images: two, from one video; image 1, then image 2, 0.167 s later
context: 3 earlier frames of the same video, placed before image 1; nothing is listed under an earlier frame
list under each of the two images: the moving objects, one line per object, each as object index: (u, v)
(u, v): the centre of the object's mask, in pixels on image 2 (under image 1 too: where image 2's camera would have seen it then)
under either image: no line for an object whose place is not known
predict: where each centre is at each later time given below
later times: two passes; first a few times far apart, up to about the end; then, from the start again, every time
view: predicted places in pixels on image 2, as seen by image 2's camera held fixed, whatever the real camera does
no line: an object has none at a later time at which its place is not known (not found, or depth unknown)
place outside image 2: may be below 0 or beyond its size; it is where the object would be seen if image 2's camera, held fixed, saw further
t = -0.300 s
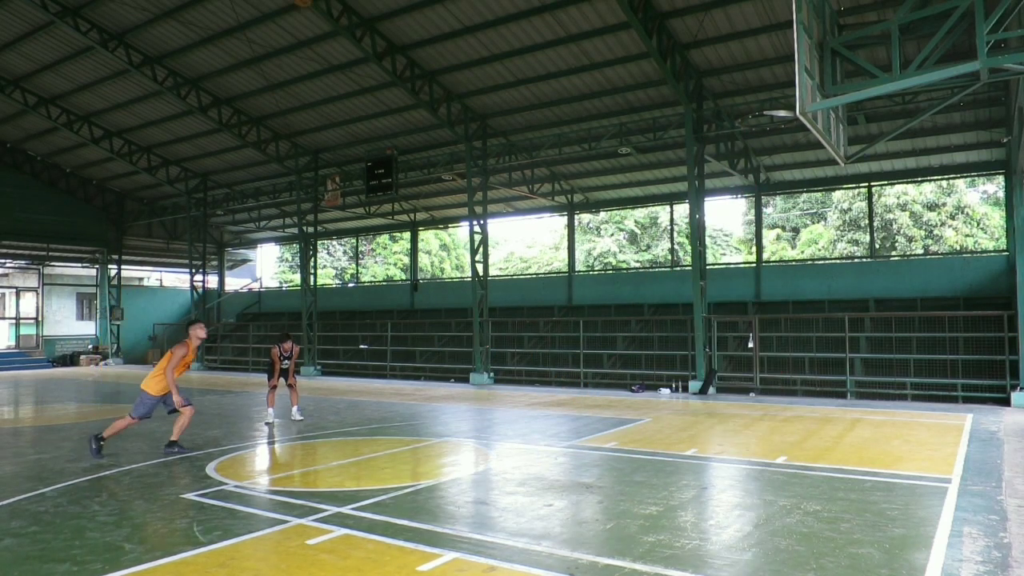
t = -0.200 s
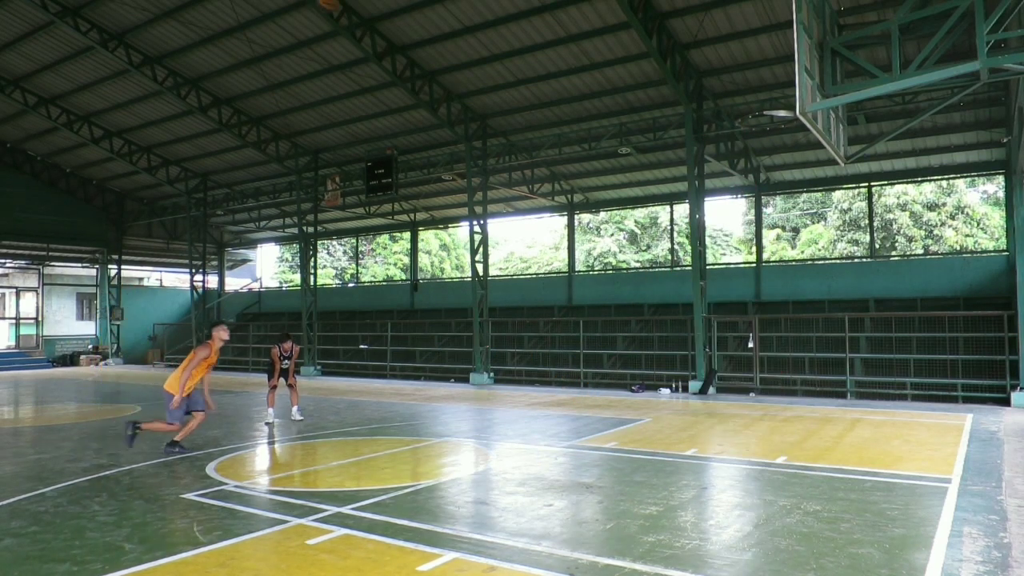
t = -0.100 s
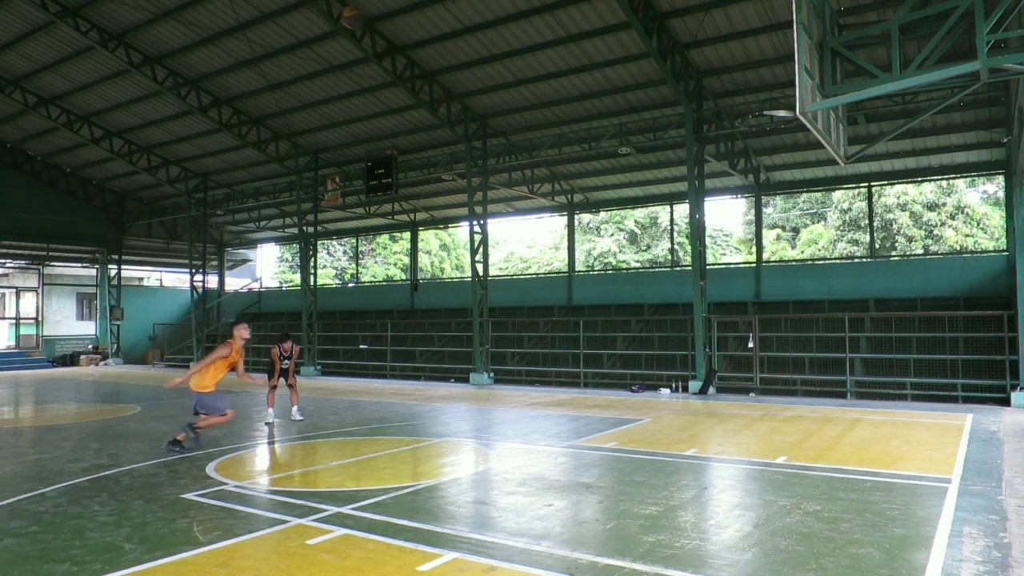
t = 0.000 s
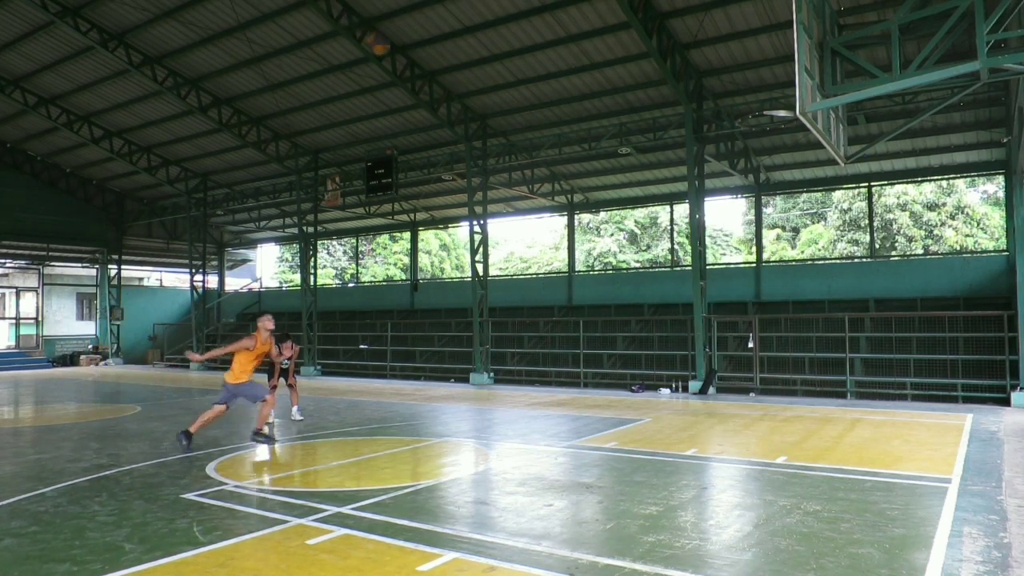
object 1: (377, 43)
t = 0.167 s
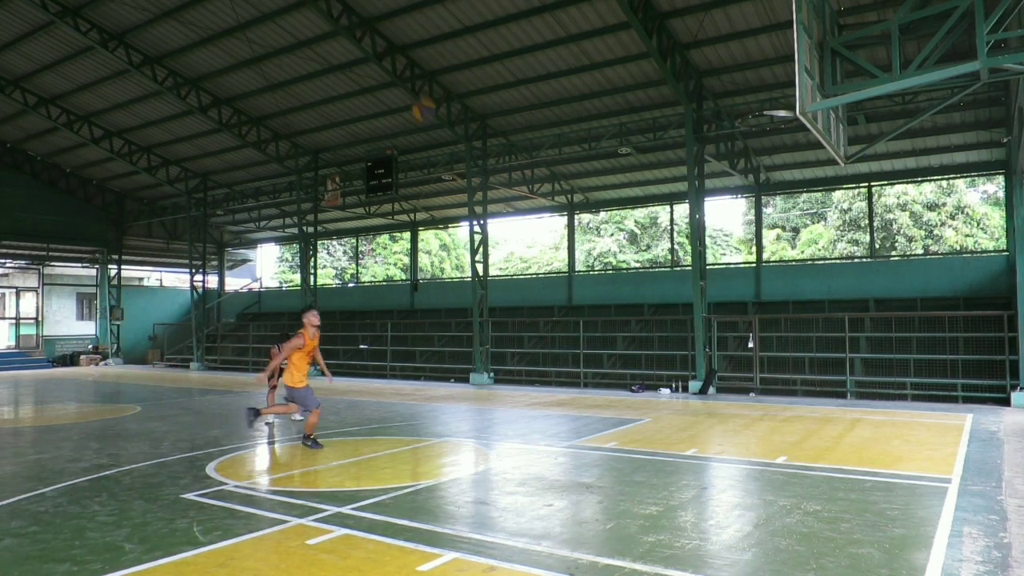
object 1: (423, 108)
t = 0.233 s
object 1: (443, 146)
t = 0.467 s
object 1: (513, 315)
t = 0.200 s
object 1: (434, 128)
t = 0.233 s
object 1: (443, 146)
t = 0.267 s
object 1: (453, 166)
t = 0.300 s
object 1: (463, 188)
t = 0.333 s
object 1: (473, 209)
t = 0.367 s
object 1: (483, 233)
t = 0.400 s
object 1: (493, 258)
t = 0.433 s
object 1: (503, 285)
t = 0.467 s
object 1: (513, 315)
